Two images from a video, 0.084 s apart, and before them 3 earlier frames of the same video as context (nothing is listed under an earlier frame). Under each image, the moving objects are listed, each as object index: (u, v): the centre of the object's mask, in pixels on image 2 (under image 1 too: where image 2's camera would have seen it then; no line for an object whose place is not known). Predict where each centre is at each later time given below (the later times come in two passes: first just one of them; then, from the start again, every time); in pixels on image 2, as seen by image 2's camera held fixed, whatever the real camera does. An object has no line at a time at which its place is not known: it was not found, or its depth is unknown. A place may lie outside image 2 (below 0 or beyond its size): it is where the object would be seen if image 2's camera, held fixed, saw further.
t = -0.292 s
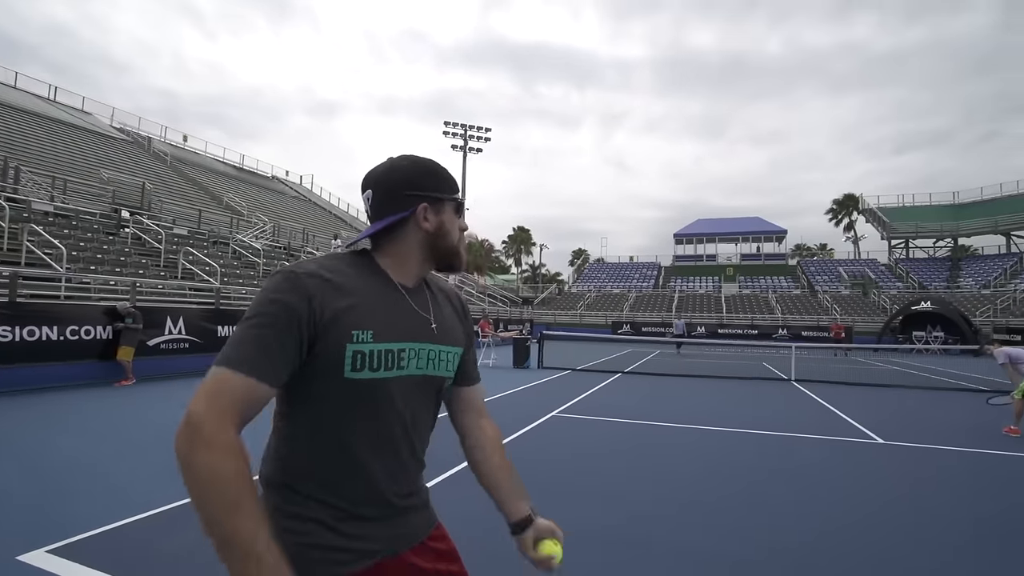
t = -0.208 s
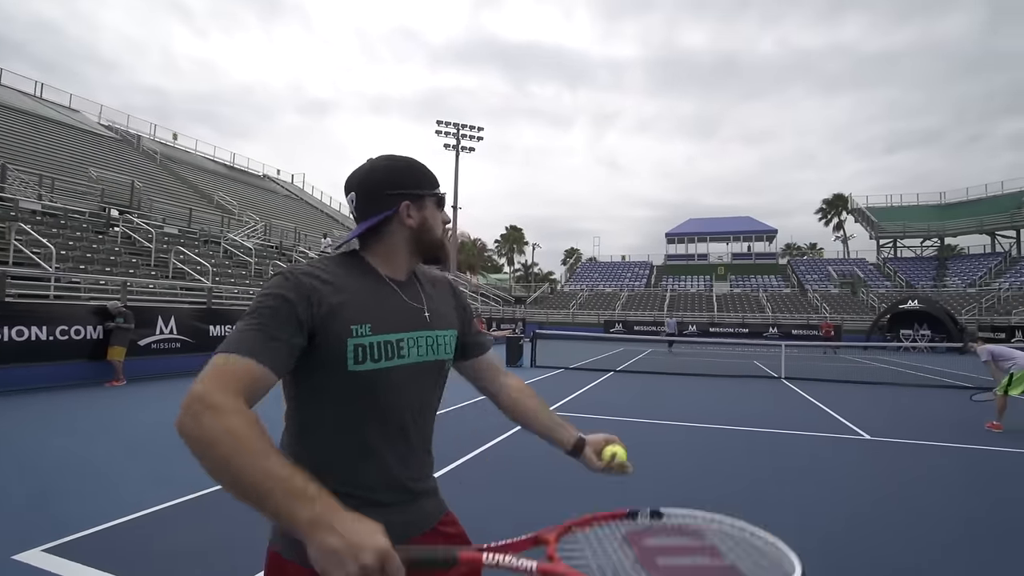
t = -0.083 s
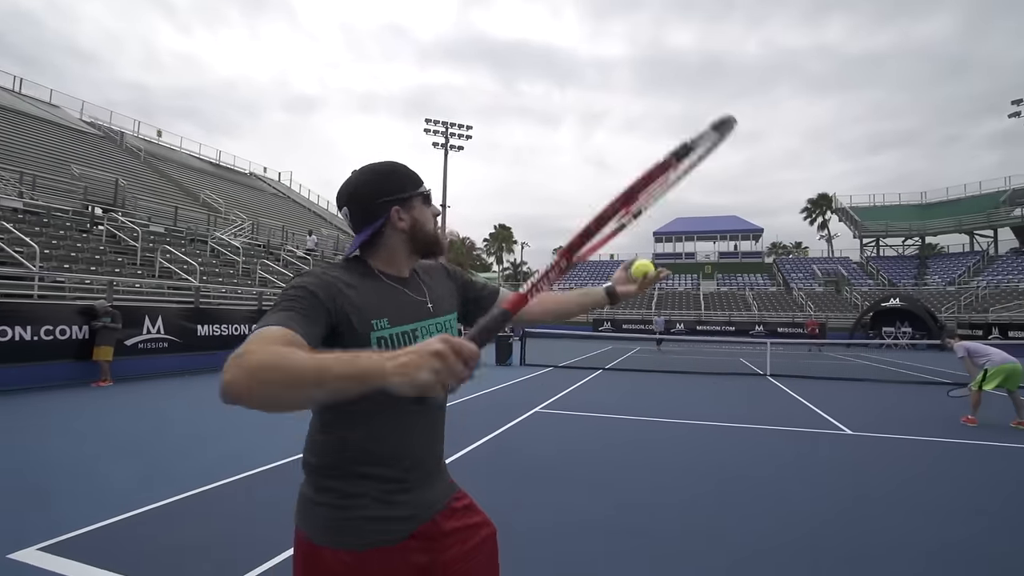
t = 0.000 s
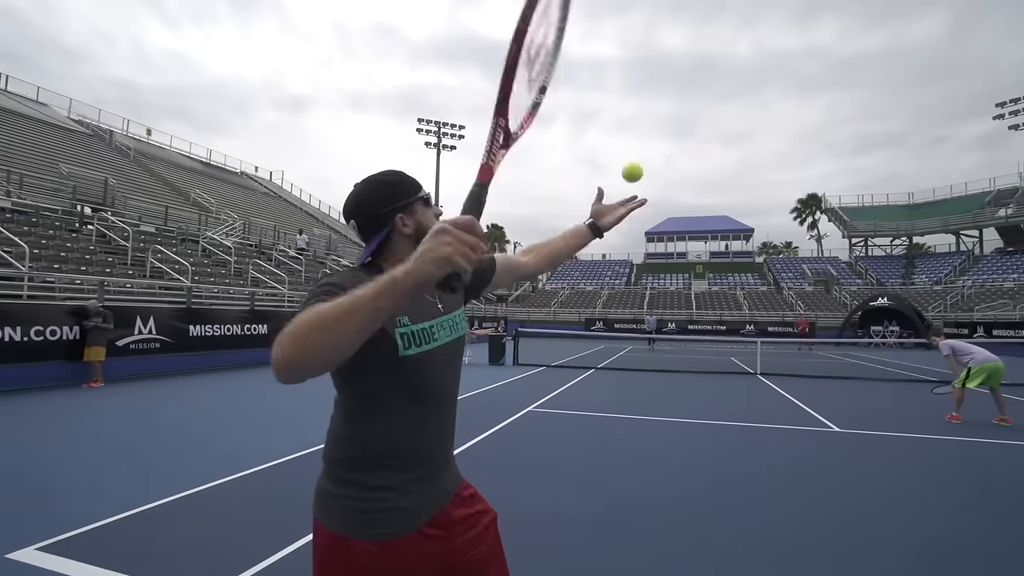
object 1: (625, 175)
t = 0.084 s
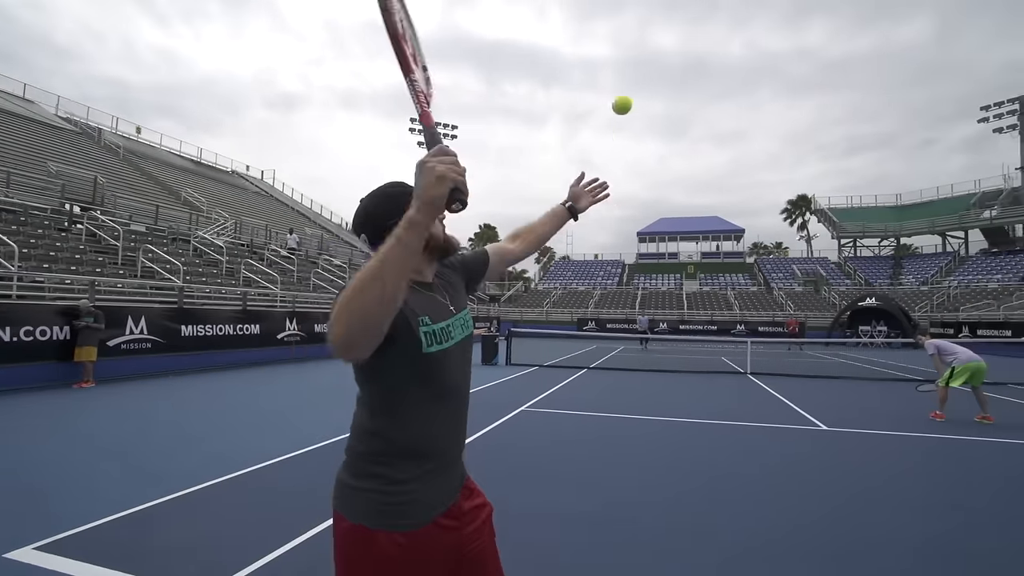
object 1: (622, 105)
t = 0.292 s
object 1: (613, 29)
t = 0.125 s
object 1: (620, 79)
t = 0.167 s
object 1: (619, 59)
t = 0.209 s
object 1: (617, 44)
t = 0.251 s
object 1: (615, 34)
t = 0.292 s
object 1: (613, 29)
